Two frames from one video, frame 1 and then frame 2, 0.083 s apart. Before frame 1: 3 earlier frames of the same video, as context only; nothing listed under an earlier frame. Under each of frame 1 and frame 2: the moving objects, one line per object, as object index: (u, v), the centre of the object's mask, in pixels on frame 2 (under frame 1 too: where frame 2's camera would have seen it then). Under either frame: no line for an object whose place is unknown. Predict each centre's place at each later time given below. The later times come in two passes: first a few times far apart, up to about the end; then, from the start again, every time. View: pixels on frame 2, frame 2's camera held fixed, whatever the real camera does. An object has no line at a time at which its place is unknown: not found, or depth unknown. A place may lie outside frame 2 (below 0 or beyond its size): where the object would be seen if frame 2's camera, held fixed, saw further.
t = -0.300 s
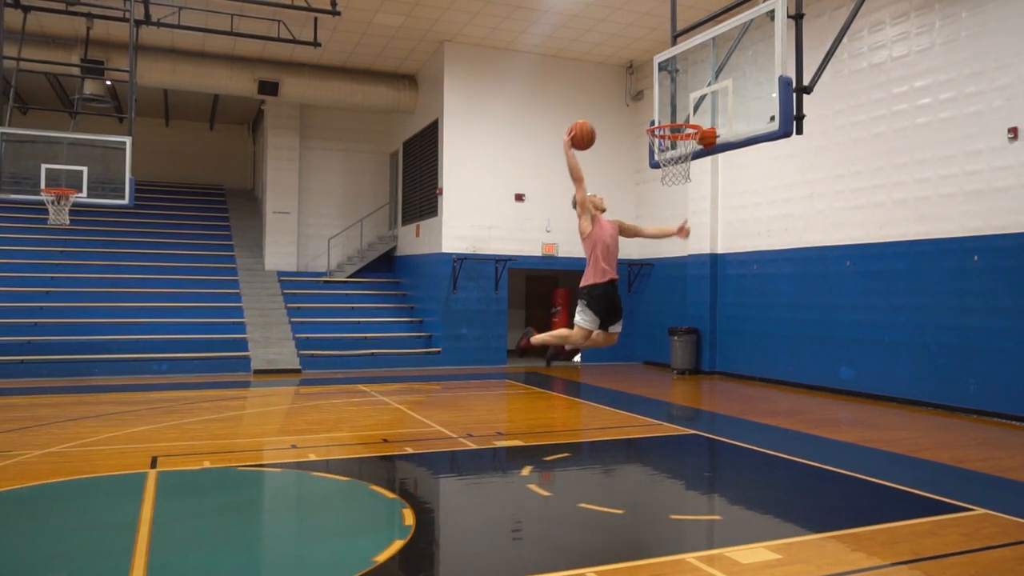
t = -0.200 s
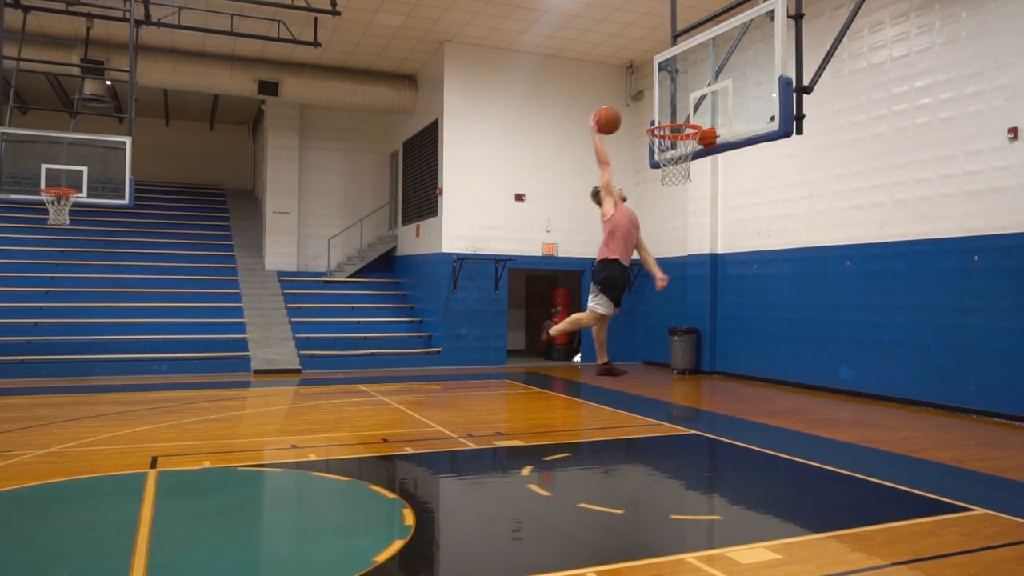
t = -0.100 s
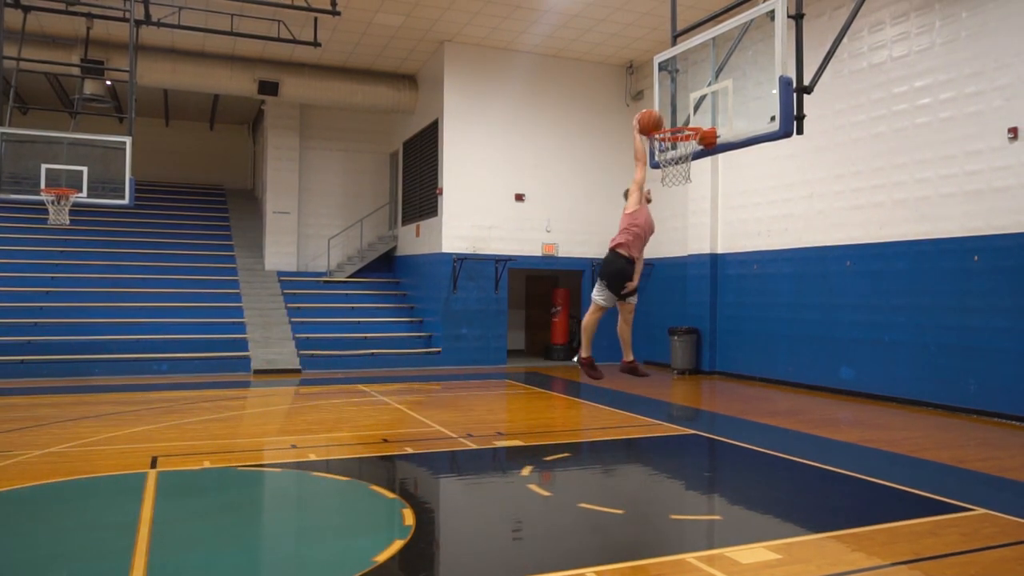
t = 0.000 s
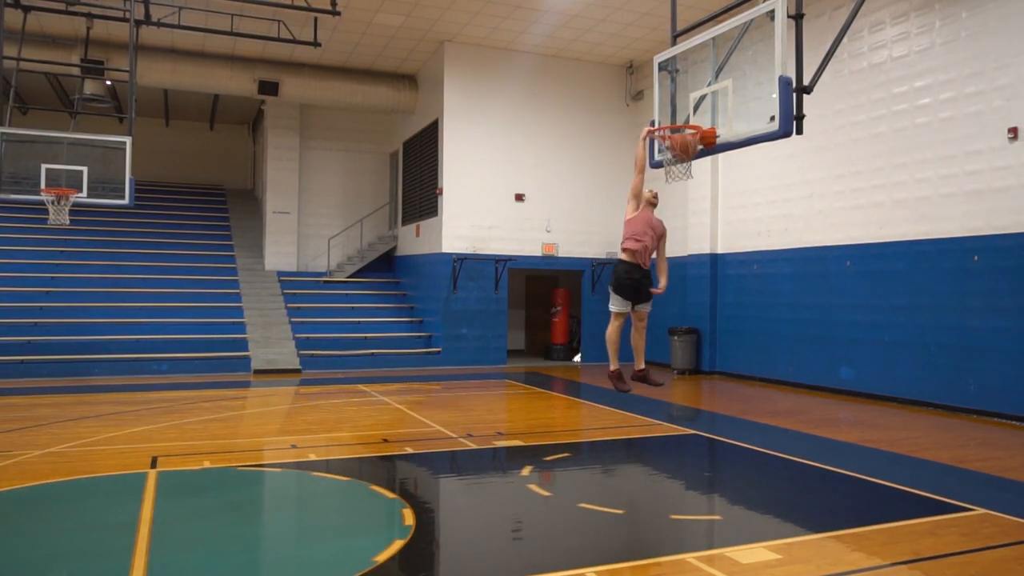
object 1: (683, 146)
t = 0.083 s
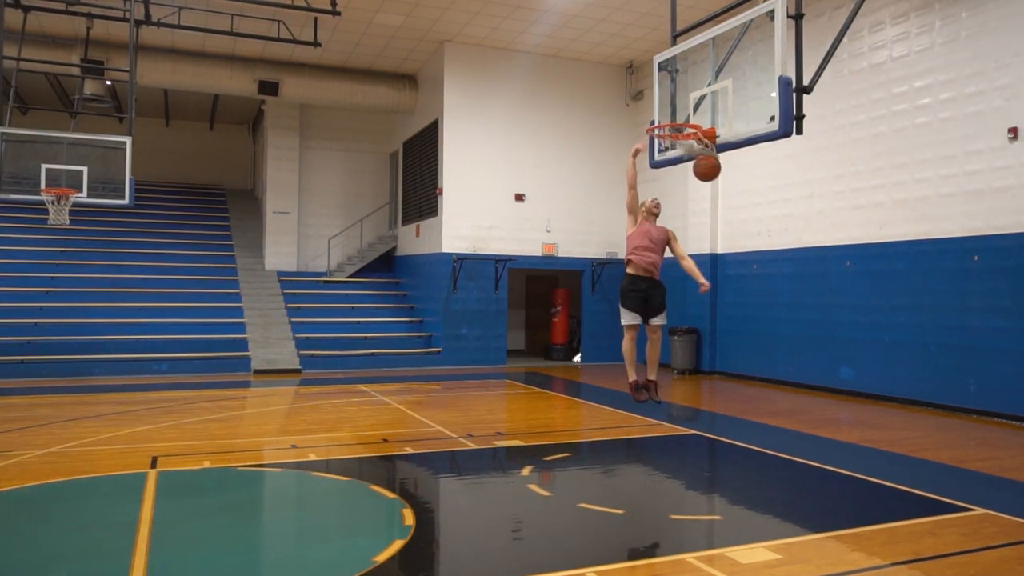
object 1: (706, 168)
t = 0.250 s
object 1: (740, 211)
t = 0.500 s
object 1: (789, 334)
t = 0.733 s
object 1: (825, 441)
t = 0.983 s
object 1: (814, 325)
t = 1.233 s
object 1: (803, 280)
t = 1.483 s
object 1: (792, 303)
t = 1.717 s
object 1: (782, 384)
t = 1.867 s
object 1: (775, 453)
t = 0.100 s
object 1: (710, 171)
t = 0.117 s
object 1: (713, 174)
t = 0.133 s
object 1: (716, 178)
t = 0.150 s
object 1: (720, 181)
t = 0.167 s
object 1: (723, 186)
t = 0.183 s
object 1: (726, 190)
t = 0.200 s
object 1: (730, 195)
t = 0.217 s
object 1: (733, 200)
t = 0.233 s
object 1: (736, 206)
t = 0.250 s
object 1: (740, 211)
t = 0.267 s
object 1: (743, 217)
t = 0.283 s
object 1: (746, 224)
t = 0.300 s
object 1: (750, 231)
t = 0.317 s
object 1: (753, 237)
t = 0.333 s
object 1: (756, 245)
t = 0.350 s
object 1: (760, 252)
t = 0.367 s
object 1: (763, 260)
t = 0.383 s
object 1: (766, 269)
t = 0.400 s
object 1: (770, 277)
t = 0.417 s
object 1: (773, 285)
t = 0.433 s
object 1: (776, 295)
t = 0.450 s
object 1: (779, 304)
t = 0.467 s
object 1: (783, 314)
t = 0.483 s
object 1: (786, 324)
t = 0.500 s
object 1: (789, 334)
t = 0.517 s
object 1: (793, 345)
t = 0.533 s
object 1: (796, 356)
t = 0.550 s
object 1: (800, 367)
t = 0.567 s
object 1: (803, 378)
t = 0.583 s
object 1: (806, 390)
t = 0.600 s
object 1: (809, 402)
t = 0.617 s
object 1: (813, 414)
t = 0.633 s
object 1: (816, 427)
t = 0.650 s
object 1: (819, 440)
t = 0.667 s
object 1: (823, 453)
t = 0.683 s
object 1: (826, 466)
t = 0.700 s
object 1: (826, 461)
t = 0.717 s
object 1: (825, 450)
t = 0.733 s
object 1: (825, 441)
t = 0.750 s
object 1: (823, 431)
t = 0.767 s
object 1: (823, 421)
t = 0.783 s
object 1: (822, 412)
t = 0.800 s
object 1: (822, 402)
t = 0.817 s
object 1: (821, 394)
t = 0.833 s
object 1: (820, 385)
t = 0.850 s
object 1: (820, 377)
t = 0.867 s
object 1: (819, 370)
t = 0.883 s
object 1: (818, 362)
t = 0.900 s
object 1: (818, 355)
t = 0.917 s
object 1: (817, 349)
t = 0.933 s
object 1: (817, 342)
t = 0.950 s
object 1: (815, 336)
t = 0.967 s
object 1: (815, 330)
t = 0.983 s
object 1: (814, 325)
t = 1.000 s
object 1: (813, 320)
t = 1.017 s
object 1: (813, 315)
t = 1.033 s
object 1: (812, 310)
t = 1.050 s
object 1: (812, 306)
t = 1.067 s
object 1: (811, 302)
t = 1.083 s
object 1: (810, 299)
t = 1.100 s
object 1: (809, 296)
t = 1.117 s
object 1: (809, 292)
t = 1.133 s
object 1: (808, 290)
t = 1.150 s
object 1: (807, 287)
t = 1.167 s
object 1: (806, 285)
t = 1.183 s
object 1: (806, 284)
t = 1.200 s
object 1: (805, 282)
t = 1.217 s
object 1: (804, 281)
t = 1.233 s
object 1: (803, 280)
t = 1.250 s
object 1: (802, 280)
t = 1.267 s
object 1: (802, 280)
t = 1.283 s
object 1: (801, 280)
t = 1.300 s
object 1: (800, 280)
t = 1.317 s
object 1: (800, 281)
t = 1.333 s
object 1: (799, 282)
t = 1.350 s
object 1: (798, 283)
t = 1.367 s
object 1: (797, 284)
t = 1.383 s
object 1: (797, 286)
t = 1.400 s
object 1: (796, 288)
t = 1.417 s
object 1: (795, 291)
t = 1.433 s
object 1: (794, 293)
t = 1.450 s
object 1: (794, 296)
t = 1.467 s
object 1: (793, 300)
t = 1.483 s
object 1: (792, 303)
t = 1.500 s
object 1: (792, 307)
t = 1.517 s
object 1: (791, 312)
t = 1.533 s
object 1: (790, 316)
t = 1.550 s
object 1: (789, 321)
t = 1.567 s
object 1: (789, 326)
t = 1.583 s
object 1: (788, 331)
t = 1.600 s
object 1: (787, 337)
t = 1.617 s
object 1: (786, 343)
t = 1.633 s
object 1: (786, 349)
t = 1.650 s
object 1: (785, 355)
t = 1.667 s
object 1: (784, 362)
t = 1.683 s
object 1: (783, 369)
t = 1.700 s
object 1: (782, 376)
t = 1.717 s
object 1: (782, 384)
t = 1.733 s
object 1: (781, 391)
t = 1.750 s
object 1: (780, 399)
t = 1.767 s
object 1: (779, 408)
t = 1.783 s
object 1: (779, 416)
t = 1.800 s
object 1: (778, 426)
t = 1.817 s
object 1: (777, 435)
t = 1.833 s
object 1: (776, 444)
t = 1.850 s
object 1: (776, 453)
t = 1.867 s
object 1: (775, 453)
